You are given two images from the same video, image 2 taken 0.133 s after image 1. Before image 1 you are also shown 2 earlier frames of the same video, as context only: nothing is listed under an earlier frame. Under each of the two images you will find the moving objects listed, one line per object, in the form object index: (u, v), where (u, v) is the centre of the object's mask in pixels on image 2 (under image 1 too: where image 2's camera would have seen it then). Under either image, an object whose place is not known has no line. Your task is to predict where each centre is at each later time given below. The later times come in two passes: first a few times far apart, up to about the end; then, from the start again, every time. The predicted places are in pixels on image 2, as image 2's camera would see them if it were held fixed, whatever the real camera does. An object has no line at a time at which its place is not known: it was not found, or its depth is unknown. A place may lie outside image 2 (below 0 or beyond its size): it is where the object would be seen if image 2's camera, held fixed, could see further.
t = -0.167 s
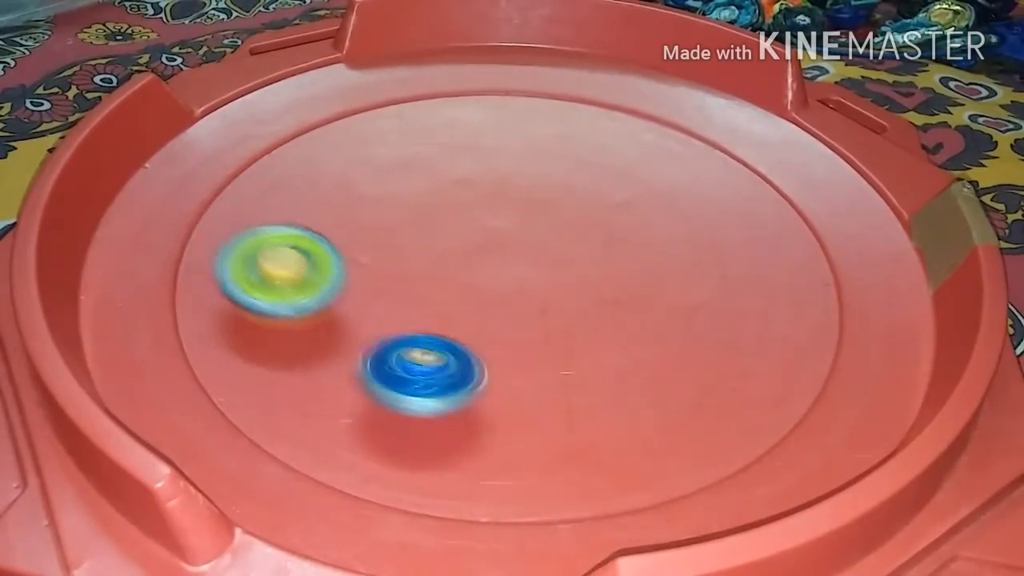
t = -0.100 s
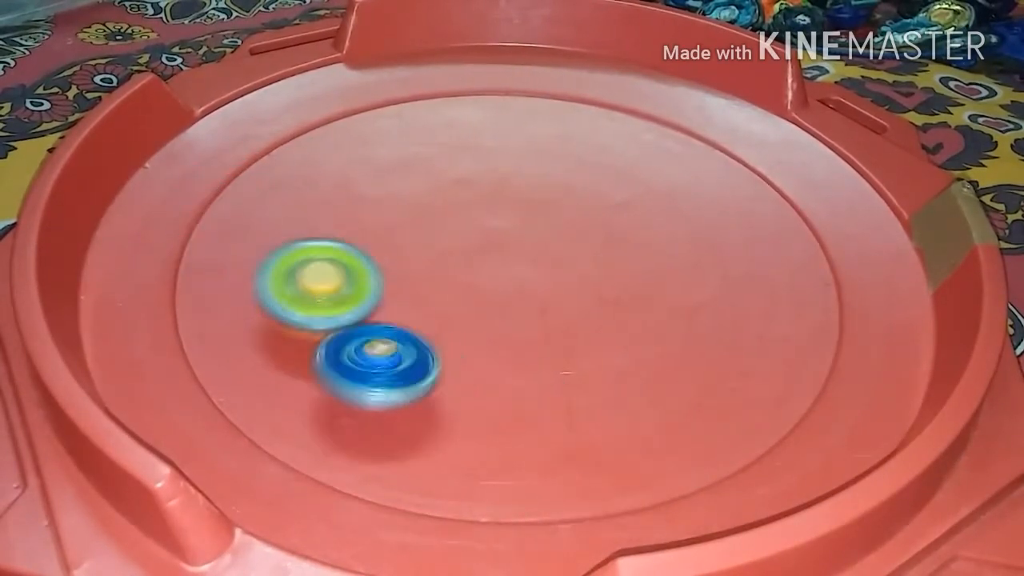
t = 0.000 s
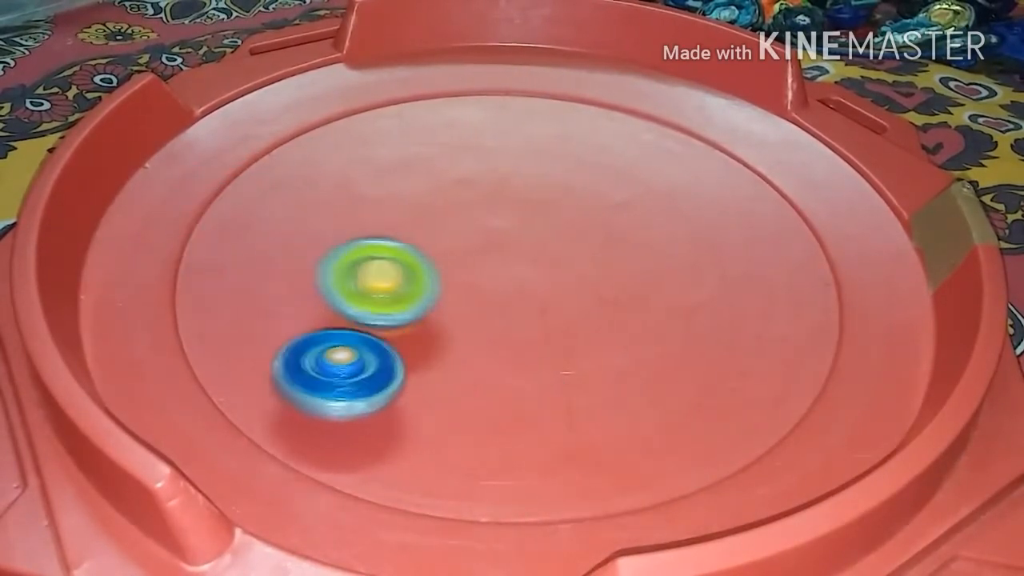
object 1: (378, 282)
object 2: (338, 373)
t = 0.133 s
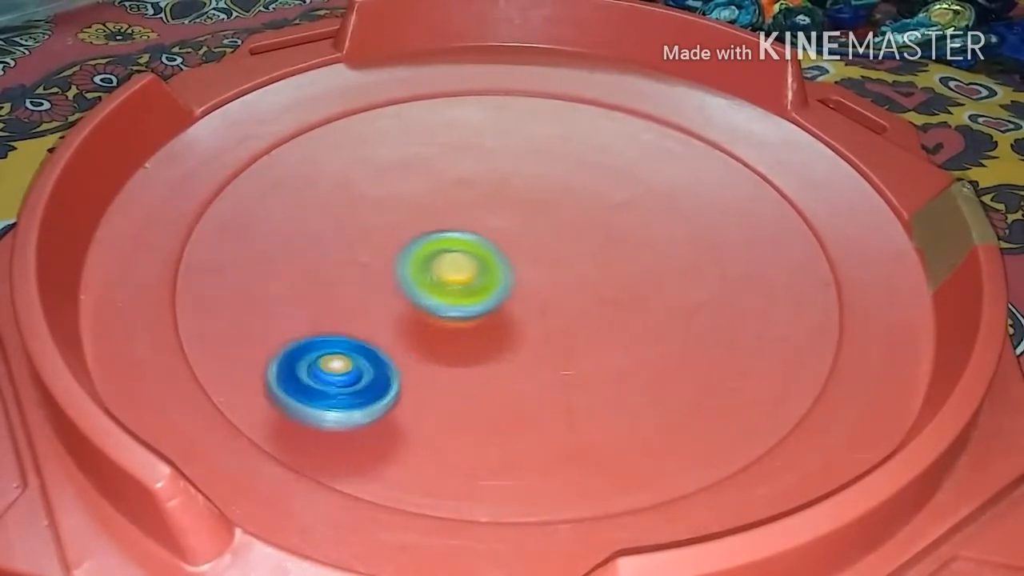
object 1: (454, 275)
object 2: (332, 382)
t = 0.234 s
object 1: (507, 265)
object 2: (367, 363)
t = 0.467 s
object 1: (592, 227)
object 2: (392, 276)
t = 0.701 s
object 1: (631, 193)
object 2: (365, 207)
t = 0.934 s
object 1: (591, 198)
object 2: (378, 226)
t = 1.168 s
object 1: (583, 264)
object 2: (462, 239)
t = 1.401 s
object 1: (628, 327)
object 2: (508, 247)
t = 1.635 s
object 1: (669, 376)
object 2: (540, 254)
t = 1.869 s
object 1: (649, 377)
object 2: (548, 283)
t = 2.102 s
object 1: (563, 404)
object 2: (531, 272)
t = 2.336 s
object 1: (494, 418)
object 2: (455, 266)
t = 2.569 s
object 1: (413, 385)
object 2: (438, 304)
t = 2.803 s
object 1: (342, 377)
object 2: (491, 272)
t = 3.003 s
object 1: (336, 343)
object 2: (488, 241)
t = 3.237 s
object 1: (346, 284)
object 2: (464, 255)
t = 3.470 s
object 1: (371, 228)
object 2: (510, 286)
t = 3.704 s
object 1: (397, 184)
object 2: (554, 284)
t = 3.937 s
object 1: (436, 177)
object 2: (540, 280)
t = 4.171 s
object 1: (497, 200)
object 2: (499, 300)
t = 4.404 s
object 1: (569, 233)
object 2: (490, 330)
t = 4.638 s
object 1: (634, 271)
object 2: (501, 328)
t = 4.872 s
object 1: (682, 311)
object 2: (472, 308)
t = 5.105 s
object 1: (664, 334)
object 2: (441, 299)
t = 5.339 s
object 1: (581, 352)
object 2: (450, 300)
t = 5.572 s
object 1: (508, 392)
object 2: (455, 259)
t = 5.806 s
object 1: (462, 407)
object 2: (484, 225)
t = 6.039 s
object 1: (416, 371)
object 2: (529, 227)
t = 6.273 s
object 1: (379, 314)
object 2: (538, 260)
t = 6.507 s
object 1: (362, 258)
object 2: (498, 290)
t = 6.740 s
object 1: (371, 215)
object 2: (433, 284)
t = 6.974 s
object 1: (395, 179)
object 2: (401, 271)
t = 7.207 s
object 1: (438, 176)
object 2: (414, 268)
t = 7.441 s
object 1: (499, 201)
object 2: (459, 276)
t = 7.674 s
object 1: (563, 241)
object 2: (482, 295)
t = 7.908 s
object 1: (627, 290)
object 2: (468, 325)
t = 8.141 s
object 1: (666, 339)
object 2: (444, 338)
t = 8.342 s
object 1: (656, 371)
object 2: (437, 325)
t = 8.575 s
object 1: (585, 383)
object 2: (440, 298)
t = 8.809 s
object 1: (485, 366)
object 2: (465, 288)
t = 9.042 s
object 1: (388, 356)
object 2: (485, 305)
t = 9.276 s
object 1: (329, 324)
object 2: (492, 312)
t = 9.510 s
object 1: (324, 287)
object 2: (479, 307)
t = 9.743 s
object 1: (376, 250)
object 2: (492, 315)
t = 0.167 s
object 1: (472, 271)
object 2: (345, 380)
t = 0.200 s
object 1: (489, 268)
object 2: (359, 372)
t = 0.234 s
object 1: (507, 265)
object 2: (367, 363)
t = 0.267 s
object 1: (523, 259)
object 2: (375, 352)
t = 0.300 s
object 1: (538, 253)
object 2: (383, 340)
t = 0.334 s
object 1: (550, 248)
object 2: (391, 328)
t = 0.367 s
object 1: (562, 243)
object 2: (394, 315)
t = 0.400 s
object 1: (573, 238)
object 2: (394, 302)
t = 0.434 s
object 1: (583, 233)
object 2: (393, 289)
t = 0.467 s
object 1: (592, 227)
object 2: (392, 276)
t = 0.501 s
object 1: (600, 221)
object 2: (390, 265)
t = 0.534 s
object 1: (606, 216)
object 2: (388, 253)
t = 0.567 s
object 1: (614, 211)
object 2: (384, 242)
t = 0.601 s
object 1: (621, 206)
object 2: (381, 232)
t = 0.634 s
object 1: (626, 202)
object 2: (376, 222)
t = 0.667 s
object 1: (630, 197)
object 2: (370, 213)
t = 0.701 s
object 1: (631, 193)
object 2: (365, 207)
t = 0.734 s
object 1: (630, 189)
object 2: (359, 203)
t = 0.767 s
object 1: (627, 186)
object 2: (354, 202)
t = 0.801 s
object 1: (621, 183)
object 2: (350, 204)
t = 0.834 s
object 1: (613, 184)
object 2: (350, 209)
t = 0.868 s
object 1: (605, 187)
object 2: (356, 216)
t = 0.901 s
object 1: (597, 192)
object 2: (367, 222)
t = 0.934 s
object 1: (591, 198)
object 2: (378, 226)
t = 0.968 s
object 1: (584, 205)
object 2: (393, 229)
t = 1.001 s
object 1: (578, 213)
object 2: (408, 232)
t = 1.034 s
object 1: (571, 222)
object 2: (425, 235)
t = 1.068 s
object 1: (565, 231)
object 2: (441, 237)
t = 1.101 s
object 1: (565, 241)
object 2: (453, 239)
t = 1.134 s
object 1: (577, 253)
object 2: (456, 239)
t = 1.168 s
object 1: (583, 264)
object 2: (462, 239)
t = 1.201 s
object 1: (589, 273)
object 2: (468, 240)
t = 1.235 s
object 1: (596, 283)
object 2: (475, 240)
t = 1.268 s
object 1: (603, 292)
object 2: (481, 242)
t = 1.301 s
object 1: (610, 300)
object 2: (486, 242)
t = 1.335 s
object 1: (616, 310)
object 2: (493, 244)
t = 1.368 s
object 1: (622, 319)
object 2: (502, 245)
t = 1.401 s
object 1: (628, 327)
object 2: (508, 247)
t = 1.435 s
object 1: (635, 336)
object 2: (516, 248)
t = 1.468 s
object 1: (642, 343)
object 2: (525, 249)
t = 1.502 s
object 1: (648, 351)
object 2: (533, 248)
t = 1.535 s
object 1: (654, 358)
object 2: (536, 248)
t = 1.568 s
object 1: (660, 364)
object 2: (540, 249)
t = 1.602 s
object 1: (665, 371)
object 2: (540, 251)
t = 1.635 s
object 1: (669, 376)
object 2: (540, 254)
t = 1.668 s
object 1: (673, 380)
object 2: (541, 257)
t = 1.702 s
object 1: (675, 382)
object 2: (542, 260)
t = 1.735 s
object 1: (674, 382)
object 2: (543, 264)
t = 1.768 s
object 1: (672, 381)
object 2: (545, 268)
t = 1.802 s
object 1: (667, 380)
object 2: (546, 272)
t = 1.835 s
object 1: (660, 378)
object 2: (547, 277)
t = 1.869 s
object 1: (649, 377)
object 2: (548, 283)
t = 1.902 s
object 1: (636, 375)
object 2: (549, 289)
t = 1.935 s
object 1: (622, 373)
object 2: (551, 294)
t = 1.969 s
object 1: (608, 373)
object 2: (554, 298)
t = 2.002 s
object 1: (597, 384)
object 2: (553, 292)
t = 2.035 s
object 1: (586, 391)
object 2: (548, 284)
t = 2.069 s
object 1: (574, 398)
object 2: (539, 278)
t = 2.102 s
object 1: (563, 404)
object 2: (531, 272)
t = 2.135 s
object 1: (552, 408)
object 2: (521, 267)
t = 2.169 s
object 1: (542, 412)
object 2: (509, 264)
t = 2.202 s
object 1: (533, 415)
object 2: (498, 261)
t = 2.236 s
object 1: (522, 418)
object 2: (486, 261)
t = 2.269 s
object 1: (513, 419)
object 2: (474, 261)
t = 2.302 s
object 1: (503, 419)
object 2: (464, 263)
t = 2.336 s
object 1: (494, 418)
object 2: (455, 266)
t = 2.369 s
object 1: (483, 415)
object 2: (447, 270)
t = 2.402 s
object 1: (472, 412)
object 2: (439, 274)
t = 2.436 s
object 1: (461, 408)
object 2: (434, 281)
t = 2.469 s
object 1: (451, 404)
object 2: (433, 287)
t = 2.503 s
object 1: (440, 397)
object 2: (432, 293)
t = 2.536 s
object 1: (427, 392)
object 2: (434, 301)
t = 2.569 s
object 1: (413, 385)
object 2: (438, 304)
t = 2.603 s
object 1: (394, 387)
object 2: (449, 303)
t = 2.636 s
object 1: (382, 387)
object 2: (459, 299)
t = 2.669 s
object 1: (371, 386)
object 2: (467, 295)
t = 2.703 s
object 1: (360, 385)
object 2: (476, 289)
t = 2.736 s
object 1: (352, 383)
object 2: (480, 284)
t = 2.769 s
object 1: (346, 380)
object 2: (487, 278)
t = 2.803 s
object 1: (342, 377)
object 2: (491, 272)
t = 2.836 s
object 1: (338, 374)
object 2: (495, 267)
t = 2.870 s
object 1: (336, 370)
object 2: (497, 260)
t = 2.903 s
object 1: (335, 365)
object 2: (497, 255)
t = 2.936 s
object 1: (335, 359)
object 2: (496, 249)
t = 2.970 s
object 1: (337, 352)
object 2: (493, 245)
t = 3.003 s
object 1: (336, 343)
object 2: (488, 241)
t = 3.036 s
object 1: (335, 334)
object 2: (483, 239)
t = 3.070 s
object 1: (336, 326)
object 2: (478, 239)
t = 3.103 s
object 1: (338, 318)
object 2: (473, 239)
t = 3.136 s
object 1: (339, 309)
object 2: (469, 242)
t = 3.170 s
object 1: (341, 301)
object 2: (464, 245)
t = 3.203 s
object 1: (343, 293)
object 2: (463, 251)
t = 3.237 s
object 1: (346, 284)
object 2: (464, 255)
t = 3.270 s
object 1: (350, 276)
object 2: (467, 262)
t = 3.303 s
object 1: (354, 268)
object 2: (472, 266)
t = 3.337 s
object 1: (357, 260)
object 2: (478, 272)
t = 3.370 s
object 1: (360, 251)
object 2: (486, 276)
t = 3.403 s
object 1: (363, 244)
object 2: (493, 280)
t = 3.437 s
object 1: (366, 236)
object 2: (502, 283)
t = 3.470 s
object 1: (371, 228)
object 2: (510, 286)
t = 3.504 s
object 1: (374, 220)
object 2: (518, 288)
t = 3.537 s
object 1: (377, 213)
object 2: (526, 289)
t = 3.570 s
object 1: (381, 206)
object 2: (535, 289)
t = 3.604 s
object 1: (385, 200)
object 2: (541, 289)
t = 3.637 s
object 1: (389, 194)
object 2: (547, 288)
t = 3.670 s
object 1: (393, 190)
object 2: (551, 286)
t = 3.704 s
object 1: (397, 184)
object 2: (554, 284)
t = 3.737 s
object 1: (401, 182)
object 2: (555, 283)
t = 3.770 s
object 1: (405, 178)
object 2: (554, 281)
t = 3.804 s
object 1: (411, 177)
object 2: (553, 280)
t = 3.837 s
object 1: (416, 176)
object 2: (550, 279)
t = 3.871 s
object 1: (422, 176)
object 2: (547, 280)
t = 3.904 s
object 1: (429, 176)
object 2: (544, 280)
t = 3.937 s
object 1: (436, 177)
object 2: (540, 280)
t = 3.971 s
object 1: (444, 179)
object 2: (533, 281)
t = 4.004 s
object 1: (452, 181)
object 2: (528, 283)
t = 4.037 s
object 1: (461, 183)
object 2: (520, 285)
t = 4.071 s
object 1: (469, 187)
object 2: (515, 289)
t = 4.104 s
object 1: (478, 191)
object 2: (509, 292)
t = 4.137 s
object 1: (488, 196)
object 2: (504, 297)
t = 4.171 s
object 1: (497, 200)
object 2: (499, 300)
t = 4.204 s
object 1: (508, 204)
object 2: (496, 306)
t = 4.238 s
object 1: (519, 207)
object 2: (492, 310)
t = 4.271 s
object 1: (529, 211)
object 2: (491, 313)
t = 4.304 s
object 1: (539, 215)
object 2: (489, 320)
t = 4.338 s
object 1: (550, 222)
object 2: (488, 323)
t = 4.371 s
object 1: (560, 227)
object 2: (489, 327)
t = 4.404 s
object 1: (569, 233)
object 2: (490, 330)
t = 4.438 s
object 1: (578, 239)
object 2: (493, 333)
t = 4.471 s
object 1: (588, 245)
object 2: (495, 333)
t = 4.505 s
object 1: (598, 250)
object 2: (498, 334)
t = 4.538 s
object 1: (606, 256)
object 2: (499, 333)
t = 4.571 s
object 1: (616, 261)
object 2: (500, 332)
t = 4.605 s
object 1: (625, 265)
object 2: (501, 330)
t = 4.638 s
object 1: (634, 271)
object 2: (501, 328)
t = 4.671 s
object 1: (643, 278)
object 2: (500, 326)
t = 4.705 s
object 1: (651, 284)
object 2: (496, 322)
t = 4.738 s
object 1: (658, 290)
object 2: (492, 318)
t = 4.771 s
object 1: (666, 296)
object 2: (487, 315)
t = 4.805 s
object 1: (672, 301)
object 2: (482, 312)
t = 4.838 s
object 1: (678, 306)
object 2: (478, 310)
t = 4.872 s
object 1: (682, 311)
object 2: (472, 308)
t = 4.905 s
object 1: (684, 315)
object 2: (468, 306)
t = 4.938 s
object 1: (685, 318)
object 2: (462, 304)
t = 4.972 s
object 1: (684, 322)
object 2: (459, 302)
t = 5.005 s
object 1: (682, 325)
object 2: (454, 301)
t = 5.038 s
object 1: (678, 327)
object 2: (449, 299)
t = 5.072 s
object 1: (672, 330)
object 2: (446, 299)
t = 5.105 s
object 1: (664, 334)
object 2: (441, 299)
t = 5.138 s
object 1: (655, 337)
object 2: (440, 299)
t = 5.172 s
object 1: (645, 340)
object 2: (440, 300)
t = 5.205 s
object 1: (634, 343)
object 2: (440, 300)
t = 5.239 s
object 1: (622, 346)
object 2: (442, 301)
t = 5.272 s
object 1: (609, 348)
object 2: (443, 300)
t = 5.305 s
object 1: (596, 350)
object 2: (446, 300)
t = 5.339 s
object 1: (581, 352)
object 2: (450, 300)
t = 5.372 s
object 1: (567, 353)
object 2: (453, 298)
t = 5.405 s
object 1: (552, 355)
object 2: (458, 296)
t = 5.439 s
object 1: (537, 356)
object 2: (461, 293)
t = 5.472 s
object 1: (531, 369)
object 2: (458, 281)
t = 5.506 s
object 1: (525, 379)
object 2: (454, 266)
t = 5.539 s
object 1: (516, 386)
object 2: (455, 260)
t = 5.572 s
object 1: (508, 392)
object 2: (455, 259)
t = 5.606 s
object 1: (500, 397)
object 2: (454, 254)
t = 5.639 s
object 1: (491, 401)
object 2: (457, 246)
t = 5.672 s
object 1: (482, 405)
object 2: (461, 240)
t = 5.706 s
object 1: (475, 407)
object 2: (466, 237)
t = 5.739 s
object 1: (470, 408)
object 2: (471, 232)
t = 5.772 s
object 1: (466, 408)
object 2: (476, 228)
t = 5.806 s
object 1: (462, 407)
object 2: (484, 225)
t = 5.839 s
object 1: (460, 405)
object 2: (492, 223)
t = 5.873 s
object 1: (455, 402)
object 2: (496, 221)
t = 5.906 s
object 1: (448, 397)
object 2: (505, 221)
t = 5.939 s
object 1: (440, 391)
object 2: (513, 222)
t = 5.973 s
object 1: (432, 385)
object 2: (517, 221)
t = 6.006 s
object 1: (424, 378)
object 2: (524, 223)
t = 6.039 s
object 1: (416, 371)
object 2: (529, 227)
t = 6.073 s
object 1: (410, 364)
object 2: (533, 229)
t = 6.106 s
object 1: (404, 356)
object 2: (537, 232)
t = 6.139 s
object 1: (399, 348)
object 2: (540, 239)
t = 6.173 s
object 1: (395, 340)
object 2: (540, 244)
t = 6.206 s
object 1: (392, 331)
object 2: (541, 247)
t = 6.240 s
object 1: (385, 322)
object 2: (541, 253)
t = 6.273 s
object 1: (379, 314)
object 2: (538, 260)
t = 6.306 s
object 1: (375, 306)
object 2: (536, 265)
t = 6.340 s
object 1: (372, 298)
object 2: (532, 269)
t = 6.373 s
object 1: (369, 290)
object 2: (528, 274)
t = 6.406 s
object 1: (366, 282)
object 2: (522, 279)
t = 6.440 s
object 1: (364, 274)
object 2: (514, 283)
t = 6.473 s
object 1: (363, 266)
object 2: (505, 287)
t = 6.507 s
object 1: (362, 258)
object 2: (498, 290)
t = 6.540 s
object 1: (361, 250)
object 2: (489, 292)
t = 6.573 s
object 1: (361, 244)
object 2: (478, 292)
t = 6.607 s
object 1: (362, 237)
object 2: (467, 292)
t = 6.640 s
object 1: (364, 232)
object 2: (459, 291)
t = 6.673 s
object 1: (368, 227)
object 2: (451, 290)
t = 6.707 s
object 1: (369, 221)
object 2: (442, 287)
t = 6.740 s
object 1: (371, 215)
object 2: (433, 284)
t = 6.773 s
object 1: (373, 211)
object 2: (426, 280)
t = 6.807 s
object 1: (377, 207)
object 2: (420, 276)
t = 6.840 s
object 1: (380, 199)
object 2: (415, 276)
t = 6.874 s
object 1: (384, 194)
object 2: (409, 276)
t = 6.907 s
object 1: (388, 187)
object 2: (405, 273)
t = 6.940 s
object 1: (391, 182)
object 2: (404, 272)
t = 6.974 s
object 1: (395, 179)
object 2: (401, 271)
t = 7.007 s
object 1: (399, 176)
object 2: (400, 269)
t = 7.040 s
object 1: (405, 175)
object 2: (400, 268)
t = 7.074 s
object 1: (410, 174)
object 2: (400, 268)
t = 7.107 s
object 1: (416, 174)
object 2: (401, 268)
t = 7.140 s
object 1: (423, 174)
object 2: (405, 268)
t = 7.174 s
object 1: (430, 174)
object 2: (409, 268)
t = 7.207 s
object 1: (438, 176)
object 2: (414, 268)
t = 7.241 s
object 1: (445, 177)
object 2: (420, 268)
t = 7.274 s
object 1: (454, 180)
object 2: (426, 268)
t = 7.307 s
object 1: (463, 183)
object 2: (434, 270)
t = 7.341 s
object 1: (472, 187)
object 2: (438, 272)
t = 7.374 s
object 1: (481, 192)
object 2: (442, 270)
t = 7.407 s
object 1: (489, 197)
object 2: (450, 272)
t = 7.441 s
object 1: (499, 201)
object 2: (459, 276)
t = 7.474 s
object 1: (509, 205)
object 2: (461, 278)
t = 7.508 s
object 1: (519, 210)
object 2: (463, 278)
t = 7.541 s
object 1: (528, 215)
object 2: (467, 280)
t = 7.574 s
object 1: (537, 222)
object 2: (474, 284)
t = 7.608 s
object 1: (547, 227)
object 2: (479, 290)
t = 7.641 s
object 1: (556, 234)
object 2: (481, 292)
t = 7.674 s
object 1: (563, 241)
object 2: (482, 295)
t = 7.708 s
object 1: (572, 250)
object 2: (483, 300)
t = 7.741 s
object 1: (582, 257)
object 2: (483, 305)
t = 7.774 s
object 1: (591, 264)
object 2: (482, 308)
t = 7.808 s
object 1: (601, 269)
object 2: (480, 313)
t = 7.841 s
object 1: (610, 276)
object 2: (476, 318)
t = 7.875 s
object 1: (618, 282)
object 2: (471, 322)
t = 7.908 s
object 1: (627, 290)
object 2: (468, 325)
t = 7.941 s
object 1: (634, 297)
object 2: (465, 329)
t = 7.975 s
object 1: (641, 305)
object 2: (458, 332)
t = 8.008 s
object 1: (647, 311)
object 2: (453, 334)
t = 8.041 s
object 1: (653, 319)
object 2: (451, 336)
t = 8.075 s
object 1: (658, 325)
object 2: (448, 338)
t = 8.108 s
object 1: (663, 333)
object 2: (445, 338)
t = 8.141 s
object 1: (666, 339)
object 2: (444, 338)
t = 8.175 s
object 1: (668, 345)
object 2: (443, 339)
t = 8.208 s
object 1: (669, 351)
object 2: (442, 337)
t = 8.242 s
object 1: (668, 357)
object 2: (440, 334)
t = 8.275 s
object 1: (665, 362)
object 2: (439, 332)
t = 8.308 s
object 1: (662, 367)
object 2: (439, 329)
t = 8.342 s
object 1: (656, 371)
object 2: (437, 325)
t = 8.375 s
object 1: (649, 374)
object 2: (436, 321)
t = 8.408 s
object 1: (643, 377)
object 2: (436, 318)
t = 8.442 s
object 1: (634, 379)
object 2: (437, 314)
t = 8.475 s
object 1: (623, 381)
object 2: (436, 310)
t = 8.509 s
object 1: (612, 382)
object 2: (435, 306)
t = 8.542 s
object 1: (598, 383)
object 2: (437, 302)
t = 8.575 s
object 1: (585, 383)
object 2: (440, 298)
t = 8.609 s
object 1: (571, 381)
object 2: (442, 297)
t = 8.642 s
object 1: (555, 380)
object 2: (443, 296)
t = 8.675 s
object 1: (541, 378)
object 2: (445, 293)
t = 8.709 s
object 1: (528, 376)
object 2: (451, 291)
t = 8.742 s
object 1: (514, 372)
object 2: (457, 291)
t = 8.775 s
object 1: (499, 369)
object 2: (462, 289)
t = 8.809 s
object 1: (485, 366)
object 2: (465, 288)
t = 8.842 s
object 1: (469, 367)
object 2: (467, 287)
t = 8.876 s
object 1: (455, 367)
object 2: (470, 288)
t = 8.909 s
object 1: (441, 365)
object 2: (472, 289)
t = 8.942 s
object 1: (427, 364)
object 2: (476, 291)
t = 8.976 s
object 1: (413, 361)
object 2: (480, 296)
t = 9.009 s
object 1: (401, 359)
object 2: (484, 302)
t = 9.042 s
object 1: (388, 356)
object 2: (485, 305)
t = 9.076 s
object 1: (377, 353)
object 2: (483, 308)
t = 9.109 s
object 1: (367, 348)
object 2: (481, 309)
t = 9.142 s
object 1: (357, 344)
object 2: (481, 309)
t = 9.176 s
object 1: (348, 339)
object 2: (483, 309)
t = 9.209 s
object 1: (340, 334)
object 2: (485, 309)
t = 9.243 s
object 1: (334, 328)
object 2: (489, 310)
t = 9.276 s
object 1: (329, 324)
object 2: (492, 312)
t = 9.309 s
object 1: (324, 318)
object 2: (492, 315)
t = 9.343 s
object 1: (321, 313)
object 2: (488, 315)
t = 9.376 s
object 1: (319, 308)
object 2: (485, 314)
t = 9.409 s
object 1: (318, 302)
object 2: (482, 313)
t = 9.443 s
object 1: (319, 297)
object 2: (479, 311)
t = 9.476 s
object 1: (321, 291)
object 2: (478, 309)
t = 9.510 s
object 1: (324, 287)
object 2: (479, 307)
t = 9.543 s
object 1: (329, 282)
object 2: (481, 306)
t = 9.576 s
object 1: (336, 277)
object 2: (485, 307)
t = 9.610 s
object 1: (344, 272)
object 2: (489, 308)
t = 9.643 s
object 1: (352, 266)
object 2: (492, 309)
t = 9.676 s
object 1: (360, 261)
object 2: (494, 311)
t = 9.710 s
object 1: (368, 255)
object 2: (492, 311)
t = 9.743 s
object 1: (376, 250)
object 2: (492, 315)
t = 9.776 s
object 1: (385, 244)
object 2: (489, 315)
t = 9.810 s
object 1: (394, 239)
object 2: (487, 316)
